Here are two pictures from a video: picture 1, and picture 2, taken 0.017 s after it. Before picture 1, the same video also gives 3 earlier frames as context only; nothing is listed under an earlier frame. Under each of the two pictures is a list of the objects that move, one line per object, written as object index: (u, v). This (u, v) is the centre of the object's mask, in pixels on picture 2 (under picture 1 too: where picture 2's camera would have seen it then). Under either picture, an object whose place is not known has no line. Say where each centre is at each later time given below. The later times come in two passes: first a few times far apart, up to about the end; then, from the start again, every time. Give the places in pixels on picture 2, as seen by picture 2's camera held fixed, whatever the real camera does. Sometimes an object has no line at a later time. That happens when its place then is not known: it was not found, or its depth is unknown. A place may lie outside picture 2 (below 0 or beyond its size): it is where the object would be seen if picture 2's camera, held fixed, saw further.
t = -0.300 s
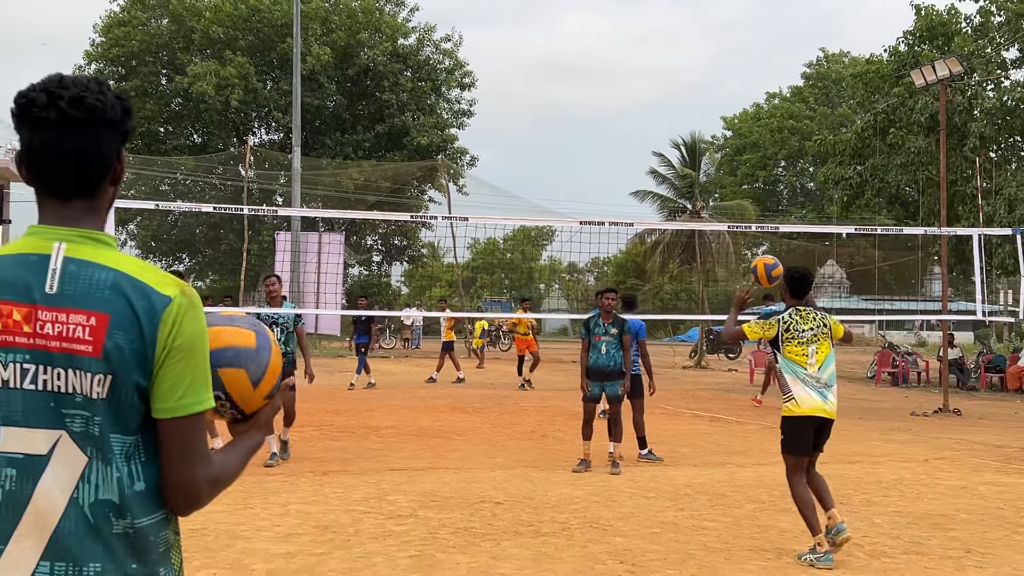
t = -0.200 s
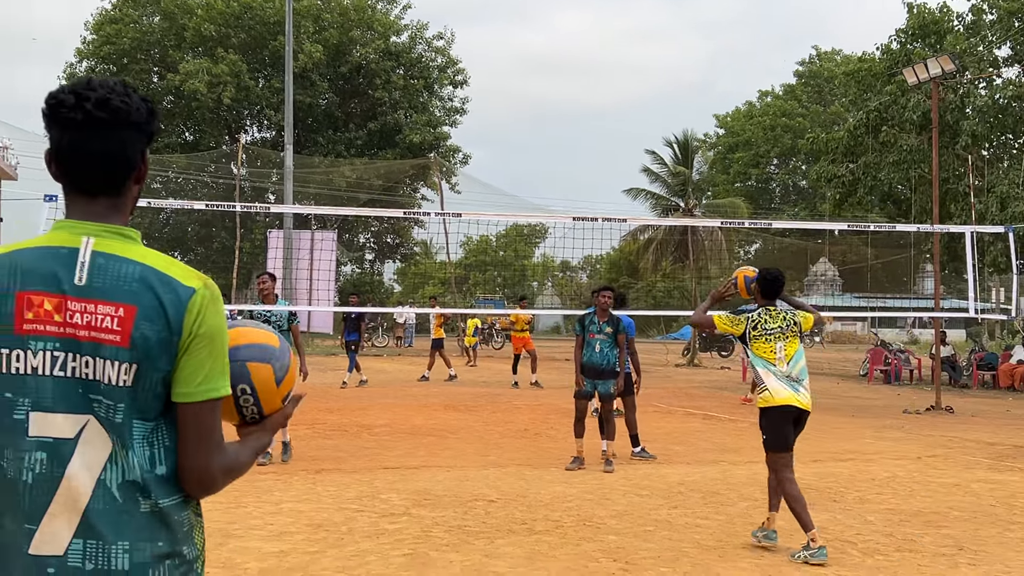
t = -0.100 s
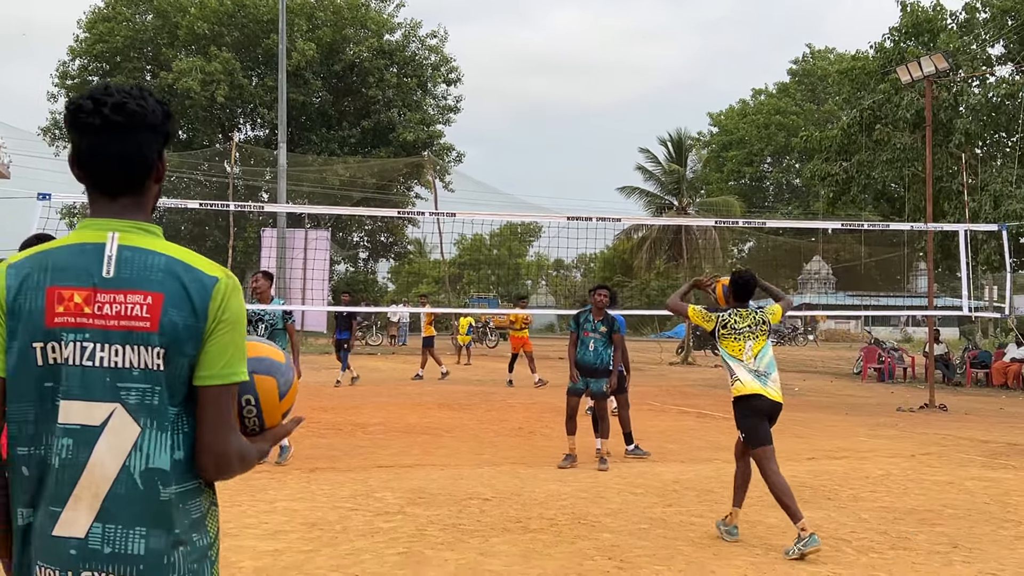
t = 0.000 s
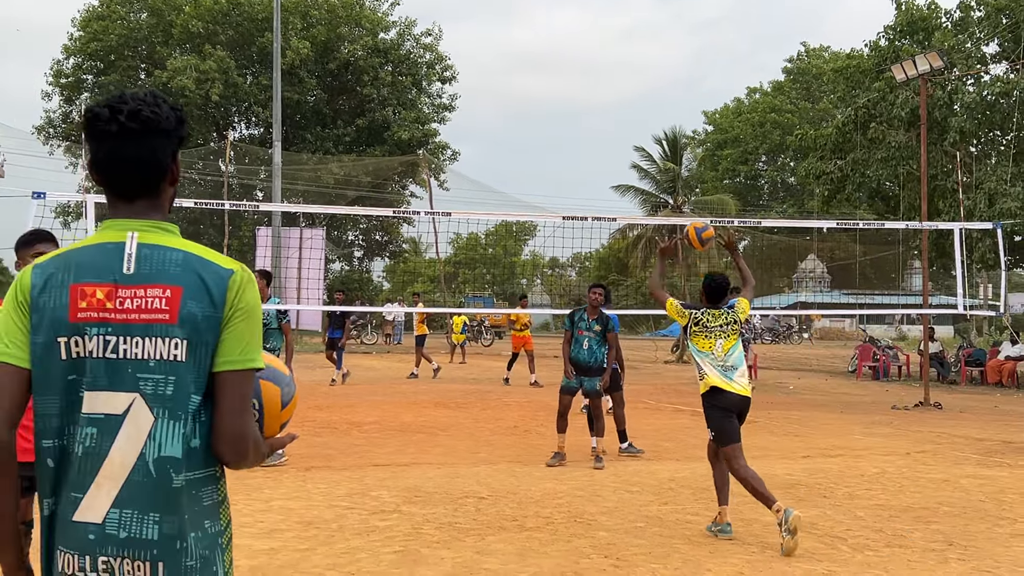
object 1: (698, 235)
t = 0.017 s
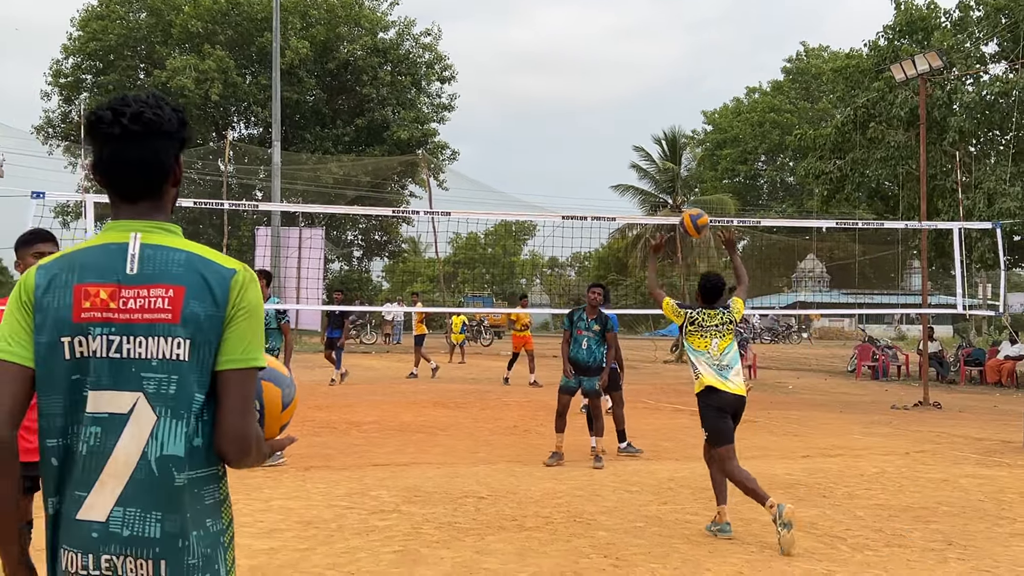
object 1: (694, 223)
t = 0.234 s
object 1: (644, 120)
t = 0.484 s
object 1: (595, 90)
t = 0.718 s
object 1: (556, 128)
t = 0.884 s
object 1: (533, 187)
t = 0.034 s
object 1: (690, 212)
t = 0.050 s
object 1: (686, 202)
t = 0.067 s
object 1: (682, 192)
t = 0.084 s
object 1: (678, 183)
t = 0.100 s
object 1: (675, 174)
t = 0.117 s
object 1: (670, 165)
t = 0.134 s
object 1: (666, 158)
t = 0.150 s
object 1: (663, 150)
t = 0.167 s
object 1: (658, 143)
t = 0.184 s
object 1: (654, 137)
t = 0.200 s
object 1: (651, 131)
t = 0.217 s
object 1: (647, 125)
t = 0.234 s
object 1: (644, 120)
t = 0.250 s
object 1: (641, 115)
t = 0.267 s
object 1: (637, 111)
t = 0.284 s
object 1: (633, 107)
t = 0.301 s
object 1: (630, 104)
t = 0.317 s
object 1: (627, 101)
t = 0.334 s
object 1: (623, 98)
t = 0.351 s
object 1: (620, 95)
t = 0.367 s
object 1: (617, 94)
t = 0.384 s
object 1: (613, 92)
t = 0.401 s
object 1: (610, 91)
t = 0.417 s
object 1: (607, 90)
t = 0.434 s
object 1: (604, 90)
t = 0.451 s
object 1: (601, 89)
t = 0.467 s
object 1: (598, 90)
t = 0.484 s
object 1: (595, 90)
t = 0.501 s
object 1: (592, 91)
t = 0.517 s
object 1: (589, 92)
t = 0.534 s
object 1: (586, 93)
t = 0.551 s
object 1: (583, 95)
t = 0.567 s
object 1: (580, 97)
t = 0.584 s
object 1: (578, 99)
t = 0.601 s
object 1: (575, 102)
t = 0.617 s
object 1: (572, 105)
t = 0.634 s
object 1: (569, 108)
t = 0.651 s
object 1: (567, 112)
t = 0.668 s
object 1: (564, 115)
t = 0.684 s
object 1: (561, 119)
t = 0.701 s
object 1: (559, 123)
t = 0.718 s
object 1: (556, 128)
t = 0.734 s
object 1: (554, 133)
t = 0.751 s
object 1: (552, 138)
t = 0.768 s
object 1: (549, 143)
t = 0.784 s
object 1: (546, 148)
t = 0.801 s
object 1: (544, 154)
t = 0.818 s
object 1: (542, 160)
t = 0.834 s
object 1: (539, 166)
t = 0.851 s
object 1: (537, 173)
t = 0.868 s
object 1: (535, 180)
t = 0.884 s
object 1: (533, 187)
